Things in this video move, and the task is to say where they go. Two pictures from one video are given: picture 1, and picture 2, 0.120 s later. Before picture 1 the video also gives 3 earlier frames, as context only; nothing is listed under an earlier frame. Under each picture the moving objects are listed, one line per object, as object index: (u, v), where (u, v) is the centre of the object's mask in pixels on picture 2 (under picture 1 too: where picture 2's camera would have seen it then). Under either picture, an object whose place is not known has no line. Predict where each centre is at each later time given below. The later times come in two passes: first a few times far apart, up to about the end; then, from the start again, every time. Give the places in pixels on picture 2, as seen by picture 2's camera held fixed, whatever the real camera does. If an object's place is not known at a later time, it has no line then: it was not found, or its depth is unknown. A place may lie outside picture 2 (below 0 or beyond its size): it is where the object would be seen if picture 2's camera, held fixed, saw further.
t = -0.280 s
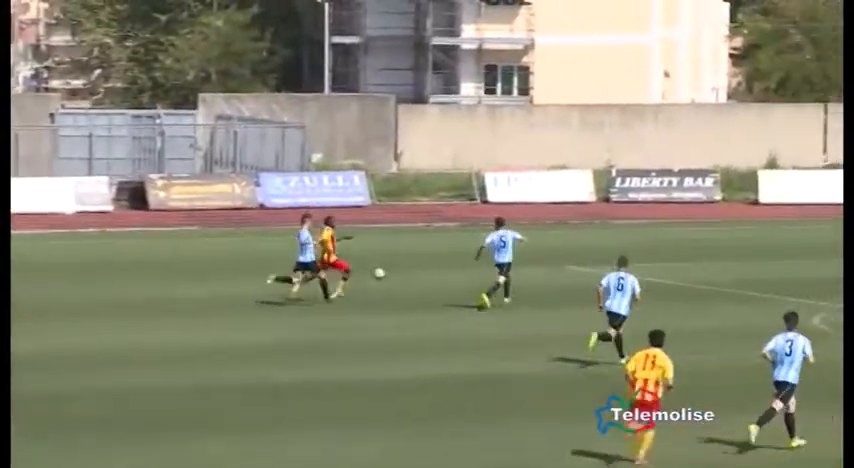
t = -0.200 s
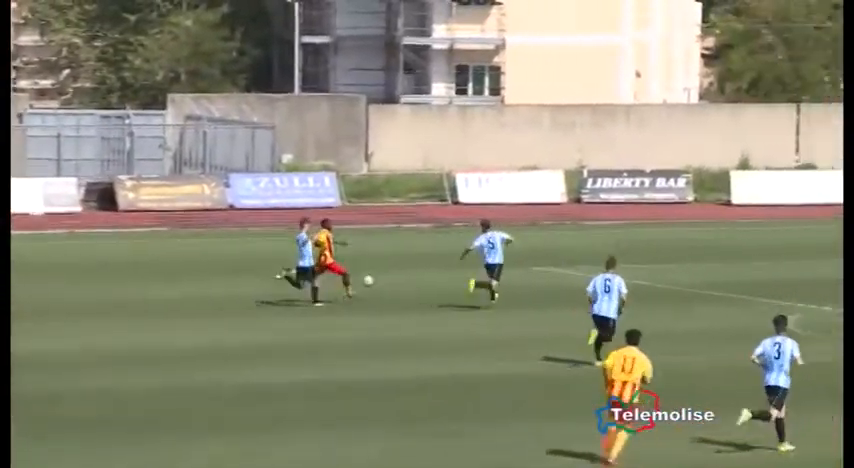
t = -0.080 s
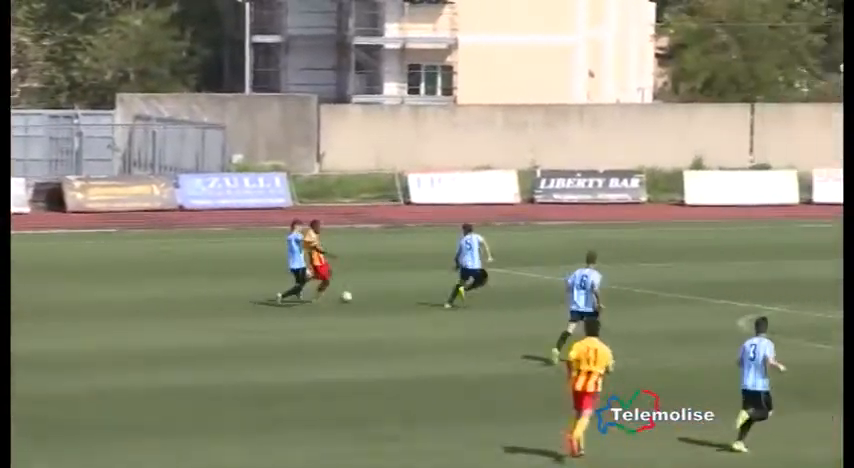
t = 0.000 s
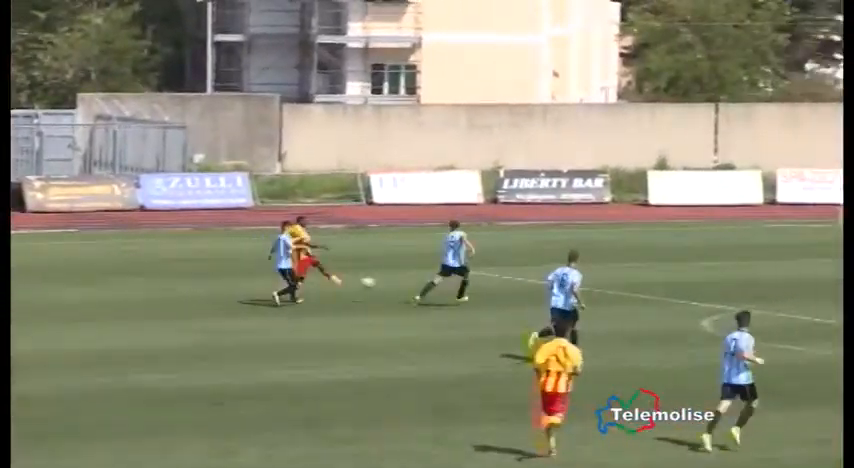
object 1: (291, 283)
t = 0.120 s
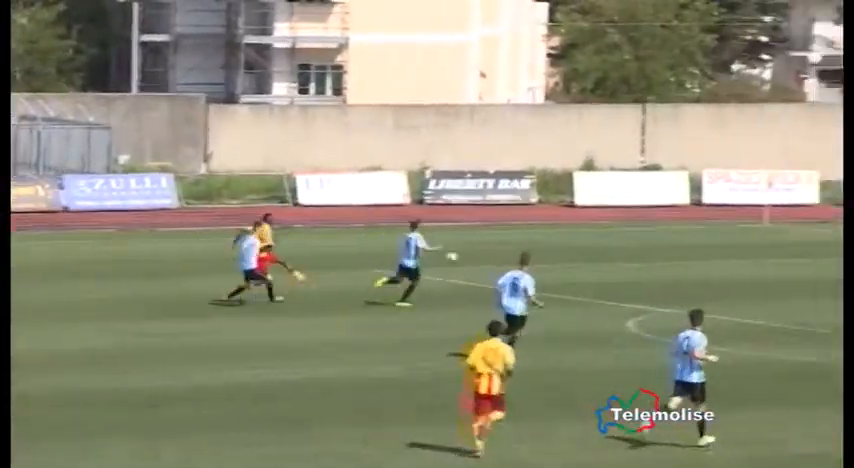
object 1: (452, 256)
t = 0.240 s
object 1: (596, 243)
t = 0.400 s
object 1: (782, 235)
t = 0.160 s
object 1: (501, 251)
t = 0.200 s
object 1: (548, 245)
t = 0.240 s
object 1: (596, 243)
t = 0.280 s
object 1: (643, 239)
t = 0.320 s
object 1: (689, 237)
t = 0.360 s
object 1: (735, 236)
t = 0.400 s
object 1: (782, 235)
